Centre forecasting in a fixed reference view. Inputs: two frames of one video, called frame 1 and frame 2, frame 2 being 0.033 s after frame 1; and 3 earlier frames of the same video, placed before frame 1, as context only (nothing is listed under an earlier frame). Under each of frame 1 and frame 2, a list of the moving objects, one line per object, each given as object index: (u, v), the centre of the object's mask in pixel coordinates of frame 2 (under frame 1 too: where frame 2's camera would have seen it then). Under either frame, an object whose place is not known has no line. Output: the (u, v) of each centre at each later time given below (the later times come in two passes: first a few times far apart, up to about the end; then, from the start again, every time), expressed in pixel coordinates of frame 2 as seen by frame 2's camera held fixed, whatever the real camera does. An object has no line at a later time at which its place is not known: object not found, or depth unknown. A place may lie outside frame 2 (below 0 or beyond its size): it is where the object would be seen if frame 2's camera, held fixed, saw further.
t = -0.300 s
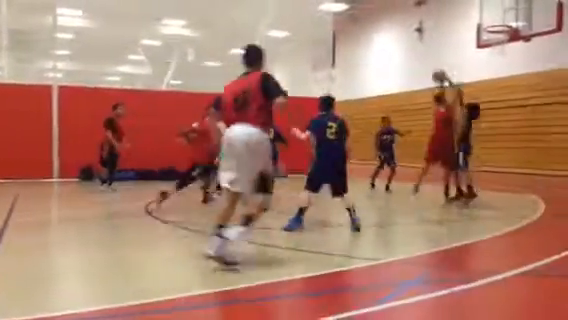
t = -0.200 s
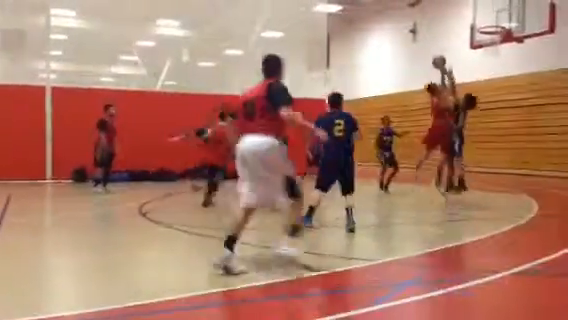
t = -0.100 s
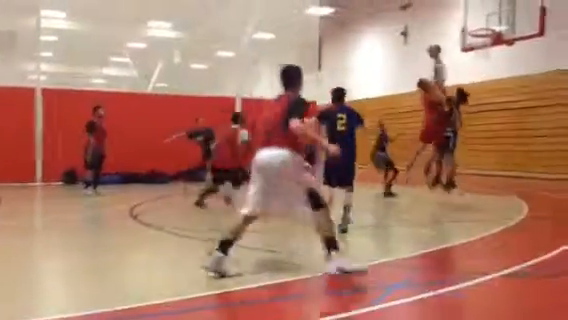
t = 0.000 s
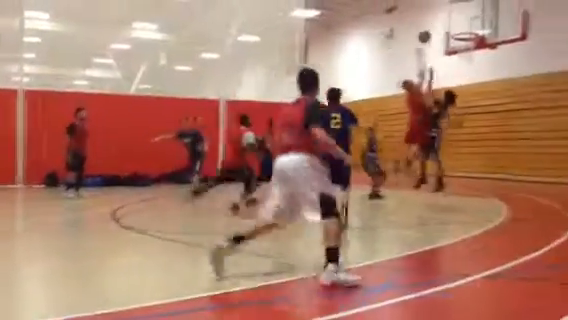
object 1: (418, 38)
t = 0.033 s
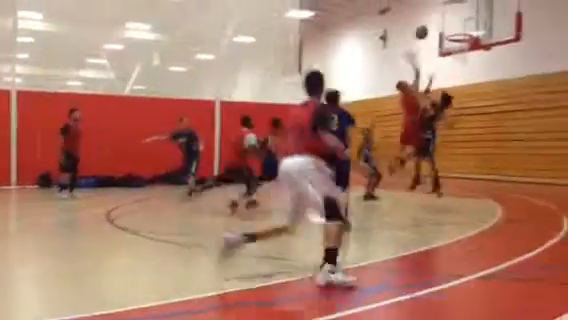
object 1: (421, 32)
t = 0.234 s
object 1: (434, 14)
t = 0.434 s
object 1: (446, 19)
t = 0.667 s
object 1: (461, 52)
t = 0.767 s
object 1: (464, 64)
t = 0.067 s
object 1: (423, 28)
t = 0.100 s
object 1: (425, 24)
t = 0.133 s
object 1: (428, 21)
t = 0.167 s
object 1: (430, 18)
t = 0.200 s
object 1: (432, 16)
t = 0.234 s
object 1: (434, 14)
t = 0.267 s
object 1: (436, 14)
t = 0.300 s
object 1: (438, 14)
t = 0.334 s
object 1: (440, 14)
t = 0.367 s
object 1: (442, 15)
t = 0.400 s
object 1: (444, 17)
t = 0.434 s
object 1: (446, 19)
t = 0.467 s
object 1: (448, 22)
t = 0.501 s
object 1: (449, 24)
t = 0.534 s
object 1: (452, 29)
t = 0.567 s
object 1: (453, 34)
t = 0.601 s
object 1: (455, 39)
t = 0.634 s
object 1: (458, 46)
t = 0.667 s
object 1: (461, 52)
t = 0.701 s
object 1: (461, 57)
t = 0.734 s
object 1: (463, 60)
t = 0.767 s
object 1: (464, 64)
